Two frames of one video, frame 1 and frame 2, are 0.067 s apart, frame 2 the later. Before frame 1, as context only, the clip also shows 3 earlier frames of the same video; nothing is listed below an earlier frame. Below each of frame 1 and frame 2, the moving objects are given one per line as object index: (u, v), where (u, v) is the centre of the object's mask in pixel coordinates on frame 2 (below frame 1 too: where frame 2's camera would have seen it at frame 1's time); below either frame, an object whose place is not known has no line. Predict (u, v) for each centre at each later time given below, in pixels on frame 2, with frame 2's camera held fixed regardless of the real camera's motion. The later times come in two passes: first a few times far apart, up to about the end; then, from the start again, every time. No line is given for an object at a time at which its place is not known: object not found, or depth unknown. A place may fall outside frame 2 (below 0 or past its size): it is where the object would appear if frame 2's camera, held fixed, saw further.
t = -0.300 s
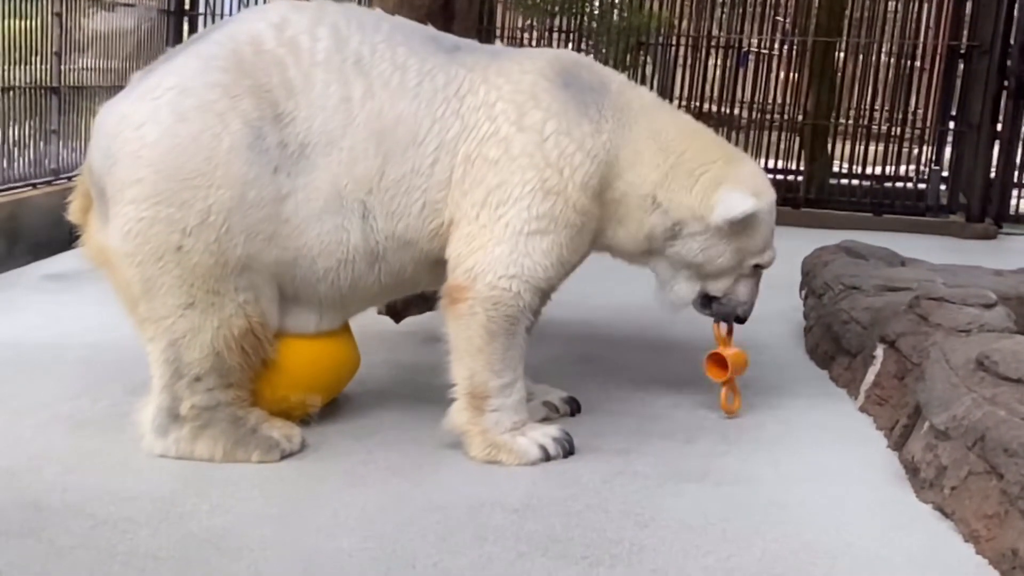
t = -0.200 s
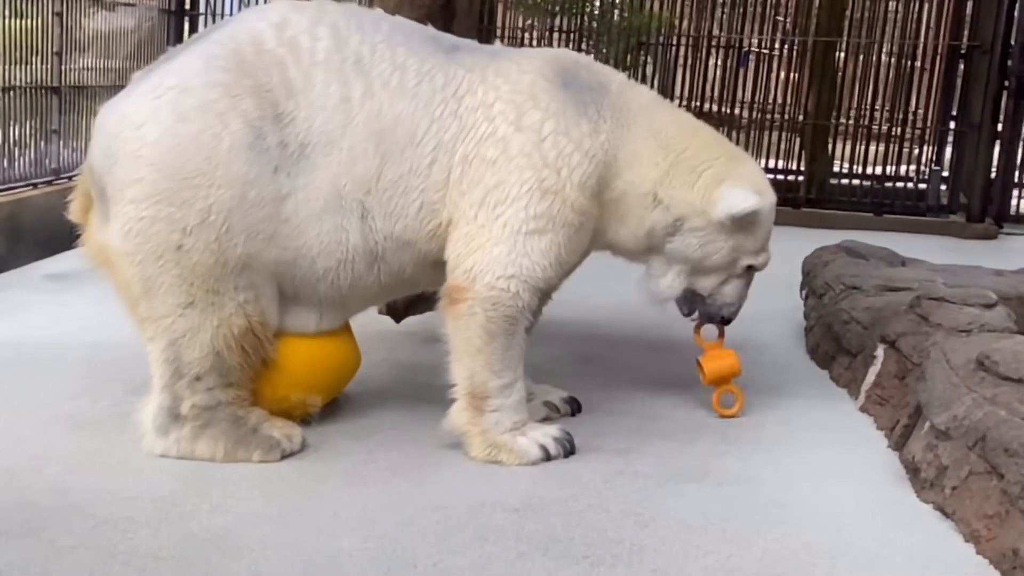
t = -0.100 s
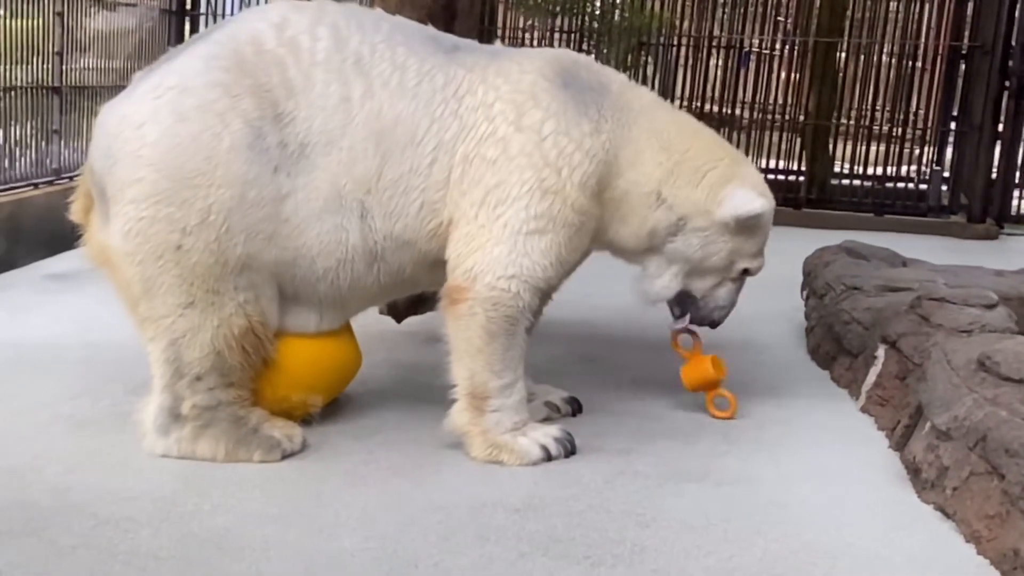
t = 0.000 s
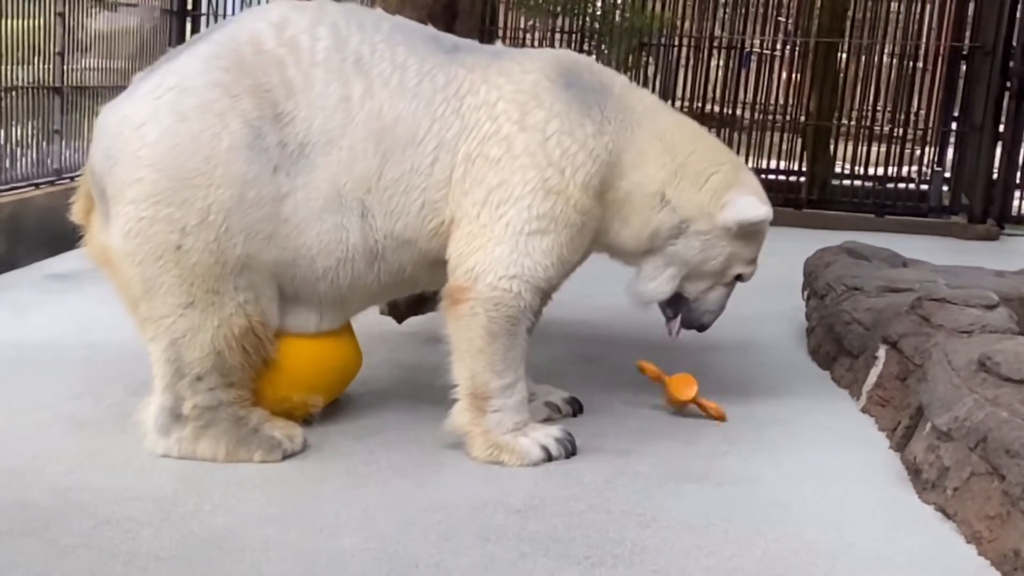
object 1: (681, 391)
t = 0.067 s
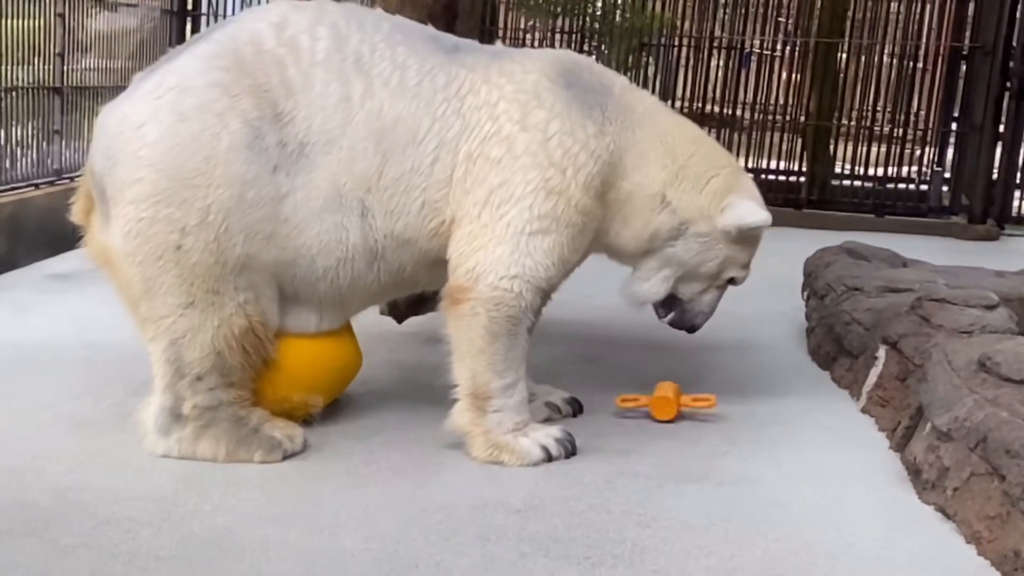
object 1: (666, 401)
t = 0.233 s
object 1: (639, 406)
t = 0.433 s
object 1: (637, 410)
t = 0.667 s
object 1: (635, 410)
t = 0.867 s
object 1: (635, 410)
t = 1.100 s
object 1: (635, 410)
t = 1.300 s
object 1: (635, 409)
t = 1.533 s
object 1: (635, 410)
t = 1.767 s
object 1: (635, 410)
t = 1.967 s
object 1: (635, 410)
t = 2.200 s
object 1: (635, 410)
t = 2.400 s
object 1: (635, 410)
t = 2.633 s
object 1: (635, 410)
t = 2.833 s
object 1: (635, 410)
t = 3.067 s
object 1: (635, 410)
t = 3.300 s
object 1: (635, 410)
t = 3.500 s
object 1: (635, 410)
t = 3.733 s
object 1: (635, 410)
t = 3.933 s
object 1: (635, 410)
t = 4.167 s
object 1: (635, 410)
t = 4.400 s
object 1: (635, 410)
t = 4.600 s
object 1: (635, 411)
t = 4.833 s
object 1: (635, 410)
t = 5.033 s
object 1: (635, 410)
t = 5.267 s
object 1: (635, 410)
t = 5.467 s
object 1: (635, 410)
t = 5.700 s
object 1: (635, 410)
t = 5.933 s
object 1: (635, 410)
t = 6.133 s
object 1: (635, 410)
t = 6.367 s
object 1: (635, 410)
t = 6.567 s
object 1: (635, 410)
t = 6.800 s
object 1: (635, 411)
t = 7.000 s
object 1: (635, 410)
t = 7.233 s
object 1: (635, 410)
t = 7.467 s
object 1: (635, 410)
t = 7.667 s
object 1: (636, 411)
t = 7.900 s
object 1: (635, 411)
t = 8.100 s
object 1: (636, 411)
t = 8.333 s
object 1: (635, 410)
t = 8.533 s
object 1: (635, 411)
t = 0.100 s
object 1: (660, 400)
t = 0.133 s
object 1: (656, 394)
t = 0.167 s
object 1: (651, 393)
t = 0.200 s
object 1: (646, 397)
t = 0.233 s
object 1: (639, 406)
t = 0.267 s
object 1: (639, 406)
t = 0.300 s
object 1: (641, 406)
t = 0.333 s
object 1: (641, 409)
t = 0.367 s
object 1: (640, 409)
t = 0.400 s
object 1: (638, 410)
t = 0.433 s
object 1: (637, 410)
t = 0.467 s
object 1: (635, 410)
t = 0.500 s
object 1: (635, 410)
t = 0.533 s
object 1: (635, 410)
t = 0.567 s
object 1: (635, 410)
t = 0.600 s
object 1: (635, 410)
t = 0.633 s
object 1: (635, 410)
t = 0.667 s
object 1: (635, 410)
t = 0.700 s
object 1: (635, 410)
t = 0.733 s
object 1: (635, 410)
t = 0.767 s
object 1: (635, 410)
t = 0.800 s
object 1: (635, 410)
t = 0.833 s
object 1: (635, 410)
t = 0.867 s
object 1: (635, 410)
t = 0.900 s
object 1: (635, 410)
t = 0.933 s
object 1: (635, 410)
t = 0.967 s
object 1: (635, 410)
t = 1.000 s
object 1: (635, 410)
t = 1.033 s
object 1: (635, 410)
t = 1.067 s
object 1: (635, 410)
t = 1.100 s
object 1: (635, 410)
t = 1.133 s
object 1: (635, 410)
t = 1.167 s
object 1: (635, 410)
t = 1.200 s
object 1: (635, 410)
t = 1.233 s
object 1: (635, 410)
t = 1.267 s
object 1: (635, 410)
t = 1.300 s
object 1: (635, 409)
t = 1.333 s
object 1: (635, 410)
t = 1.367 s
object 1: (635, 410)
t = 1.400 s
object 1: (635, 410)
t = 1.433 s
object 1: (635, 410)
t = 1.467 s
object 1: (635, 410)
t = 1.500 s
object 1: (635, 410)
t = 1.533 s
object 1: (635, 410)
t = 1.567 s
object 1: (635, 410)
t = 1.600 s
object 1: (635, 410)
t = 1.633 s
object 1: (635, 410)
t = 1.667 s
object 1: (635, 410)
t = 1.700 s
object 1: (635, 410)
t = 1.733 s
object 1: (635, 410)
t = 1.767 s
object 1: (635, 410)
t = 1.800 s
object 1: (635, 410)
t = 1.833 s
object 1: (635, 410)
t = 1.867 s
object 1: (635, 410)
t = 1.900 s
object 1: (635, 410)
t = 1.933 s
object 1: (635, 410)
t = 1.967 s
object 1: (635, 410)
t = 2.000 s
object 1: (635, 410)
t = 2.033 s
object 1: (635, 410)
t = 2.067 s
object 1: (635, 410)
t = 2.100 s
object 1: (635, 410)
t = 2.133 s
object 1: (635, 410)
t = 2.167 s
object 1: (635, 410)
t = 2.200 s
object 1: (635, 410)
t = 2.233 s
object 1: (635, 410)
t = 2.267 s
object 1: (635, 410)
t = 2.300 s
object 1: (635, 410)
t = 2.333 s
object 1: (635, 410)
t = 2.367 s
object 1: (635, 410)
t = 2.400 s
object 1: (635, 410)
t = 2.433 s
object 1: (635, 410)
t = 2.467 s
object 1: (635, 410)
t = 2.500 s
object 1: (635, 410)
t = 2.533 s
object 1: (635, 410)
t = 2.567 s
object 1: (635, 410)
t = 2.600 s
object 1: (635, 410)
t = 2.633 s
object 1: (635, 410)
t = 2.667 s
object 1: (635, 410)
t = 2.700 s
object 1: (635, 410)
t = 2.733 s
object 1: (635, 410)
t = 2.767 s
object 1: (635, 410)
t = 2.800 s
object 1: (635, 410)
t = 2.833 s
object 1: (635, 410)
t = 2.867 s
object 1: (635, 410)
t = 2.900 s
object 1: (635, 410)
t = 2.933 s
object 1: (635, 410)
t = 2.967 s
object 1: (635, 410)
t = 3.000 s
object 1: (635, 410)
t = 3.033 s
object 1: (635, 410)
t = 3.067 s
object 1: (635, 410)
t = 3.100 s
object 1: (635, 410)
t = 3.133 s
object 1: (635, 410)
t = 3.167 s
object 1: (635, 410)
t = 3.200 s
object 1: (635, 410)
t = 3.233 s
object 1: (635, 410)
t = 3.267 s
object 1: (635, 410)
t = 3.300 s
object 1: (635, 410)
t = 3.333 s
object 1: (635, 410)
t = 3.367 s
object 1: (635, 410)
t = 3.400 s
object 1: (635, 410)
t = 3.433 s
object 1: (635, 410)
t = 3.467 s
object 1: (635, 410)
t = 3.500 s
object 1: (635, 410)
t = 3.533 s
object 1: (635, 410)
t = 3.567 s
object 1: (635, 410)
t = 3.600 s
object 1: (635, 410)
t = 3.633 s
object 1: (635, 410)
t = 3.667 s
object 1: (635, 410)
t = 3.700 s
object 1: (635, 410)
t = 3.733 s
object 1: (635, 410)
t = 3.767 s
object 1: (635, 410)
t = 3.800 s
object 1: (635, 410)
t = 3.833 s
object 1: (635, 410)
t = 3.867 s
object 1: (635, 410)
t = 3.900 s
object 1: (635, 410)
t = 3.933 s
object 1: (635, 410)
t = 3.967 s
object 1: (635, 410)
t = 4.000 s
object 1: (635, 410)
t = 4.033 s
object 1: (635, 410)
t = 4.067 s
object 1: (635, 410)
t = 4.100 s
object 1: (635, 410)
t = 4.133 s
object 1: (635, 410)
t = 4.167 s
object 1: (635, 410)
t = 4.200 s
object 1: (635, 410)
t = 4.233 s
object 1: (635, 410)
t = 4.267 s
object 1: (635, 410)
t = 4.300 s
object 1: (635, 410)
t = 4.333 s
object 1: (635, 410)
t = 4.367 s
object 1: (635, 410)
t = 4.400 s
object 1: (635, 410)
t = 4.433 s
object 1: (635, 410)
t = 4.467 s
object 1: (635, 410)
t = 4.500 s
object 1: (635, 410)
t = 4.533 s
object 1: (635, 410)
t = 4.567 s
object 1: (635, 410)
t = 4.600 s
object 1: (635, 411)
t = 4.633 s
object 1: (635, 410)
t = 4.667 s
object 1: (635, 410)
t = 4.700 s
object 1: (635, 410)
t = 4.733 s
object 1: (635, 411)
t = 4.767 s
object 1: (635, 410)
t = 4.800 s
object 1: (635, 410)
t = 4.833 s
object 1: (635, 410)
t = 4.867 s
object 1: (635, 410)
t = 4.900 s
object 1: (635, 410)
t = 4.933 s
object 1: (635, 410)
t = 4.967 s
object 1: (635, 410)
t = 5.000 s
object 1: (635, 410)
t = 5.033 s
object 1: (635, 410)
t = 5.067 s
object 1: (635, 410)
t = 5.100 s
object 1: (635, 410)
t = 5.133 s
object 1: (635, 410)
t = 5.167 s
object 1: (635, 410)
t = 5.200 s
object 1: (635, 410)
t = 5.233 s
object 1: (635, 410)
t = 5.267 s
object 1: (635, 410)
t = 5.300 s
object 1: (635, 410)
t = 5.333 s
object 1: (635, 410)
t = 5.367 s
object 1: (635, 410)
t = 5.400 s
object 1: (635, 410)
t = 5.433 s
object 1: (635, 410)
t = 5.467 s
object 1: (635, 410)
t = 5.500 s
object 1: (635, 410)
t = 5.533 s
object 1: (635, 410)
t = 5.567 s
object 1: (635, 410)
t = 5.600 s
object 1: (635, 410)
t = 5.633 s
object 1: (635, 410)
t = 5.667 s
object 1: (635, 410)
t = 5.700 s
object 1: (635, 410)
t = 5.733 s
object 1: (635, 410)
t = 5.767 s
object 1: (635, 410)
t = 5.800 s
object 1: (635, 410)
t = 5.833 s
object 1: (635, 410)
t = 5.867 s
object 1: (635, 410)
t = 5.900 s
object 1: (635, 410)
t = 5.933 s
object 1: (635, 410)
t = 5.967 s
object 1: (635, 410)
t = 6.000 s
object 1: (635, 410)
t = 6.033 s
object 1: (635, 410)
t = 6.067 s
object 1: (635, 410)
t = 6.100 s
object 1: (635, 410)
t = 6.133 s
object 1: (635, 410)
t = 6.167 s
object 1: (635, 410)
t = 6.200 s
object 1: (635, 410)
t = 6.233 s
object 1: (635, 410)
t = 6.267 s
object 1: (635, 410)
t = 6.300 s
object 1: (635, 410)
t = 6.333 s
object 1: (635, 410)
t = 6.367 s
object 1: (635, 410)
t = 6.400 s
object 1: (635, 410)
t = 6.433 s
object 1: (635, 410)
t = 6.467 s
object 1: (635, 410)
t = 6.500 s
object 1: (635, 410)
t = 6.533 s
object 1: (635, 410)
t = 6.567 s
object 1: (635, 410)
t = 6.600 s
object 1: (635, 410)
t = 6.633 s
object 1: (635, 410)
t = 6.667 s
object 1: (635, 410)
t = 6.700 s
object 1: (635, 410)
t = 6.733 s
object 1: (635, 410)
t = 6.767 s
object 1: (635, 410)
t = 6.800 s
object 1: (635, 411)
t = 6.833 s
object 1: (635, 410)
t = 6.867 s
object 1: (635, 410)
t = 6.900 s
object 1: (635, 410)
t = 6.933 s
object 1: (635, 410)
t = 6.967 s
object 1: (635, 410)
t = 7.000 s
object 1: (635, 410)
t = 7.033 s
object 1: (635, 410)
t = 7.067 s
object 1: (635, 410)
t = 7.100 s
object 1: (635, 410)
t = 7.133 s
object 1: (635, 411)
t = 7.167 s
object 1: (635, 411)
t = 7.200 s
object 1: (635, 410)
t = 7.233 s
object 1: (635, 410)
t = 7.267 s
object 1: (635, 410)
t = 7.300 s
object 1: (635, 410)
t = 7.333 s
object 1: (635, 410)
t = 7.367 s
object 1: (635, 410)
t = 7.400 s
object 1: (635, 410)
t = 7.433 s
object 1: (635, 410)
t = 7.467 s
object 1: (635, 410)
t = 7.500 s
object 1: (635, 410)
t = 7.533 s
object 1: (635, 410)
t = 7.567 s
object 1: (636, 410)
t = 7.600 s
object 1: (636, 411)
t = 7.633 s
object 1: (636, 411)
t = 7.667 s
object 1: (636, 411)
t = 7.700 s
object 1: (636, 411)
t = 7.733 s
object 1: (636, 411)
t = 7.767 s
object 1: (636, 411)
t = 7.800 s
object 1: (636, 411)
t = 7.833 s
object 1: (636, 411)
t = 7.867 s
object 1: (636, 411)
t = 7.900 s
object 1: (635, 411)
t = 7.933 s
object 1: (636, 411)
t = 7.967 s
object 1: (636, 411)
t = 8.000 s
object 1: (635, 411)
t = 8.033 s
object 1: (635, 411)
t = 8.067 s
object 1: (636, 410)
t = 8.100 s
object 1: (636, 411)
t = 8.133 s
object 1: (636, 410)
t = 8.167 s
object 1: (636, 410)
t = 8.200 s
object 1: (636, 410)
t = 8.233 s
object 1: (635, 411)
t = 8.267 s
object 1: (635, 410)
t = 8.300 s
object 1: (636, 411)
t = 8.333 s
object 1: (635, 410)
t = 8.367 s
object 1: (636, 410)
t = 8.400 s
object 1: (635, 410)
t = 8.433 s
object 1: (635, 410)
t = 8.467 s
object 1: (635, 411)
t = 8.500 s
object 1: (635, 411)
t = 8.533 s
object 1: (635, 411)
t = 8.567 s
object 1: (635, 411)
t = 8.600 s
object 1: (635, 411)
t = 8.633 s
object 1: (635, 411)
